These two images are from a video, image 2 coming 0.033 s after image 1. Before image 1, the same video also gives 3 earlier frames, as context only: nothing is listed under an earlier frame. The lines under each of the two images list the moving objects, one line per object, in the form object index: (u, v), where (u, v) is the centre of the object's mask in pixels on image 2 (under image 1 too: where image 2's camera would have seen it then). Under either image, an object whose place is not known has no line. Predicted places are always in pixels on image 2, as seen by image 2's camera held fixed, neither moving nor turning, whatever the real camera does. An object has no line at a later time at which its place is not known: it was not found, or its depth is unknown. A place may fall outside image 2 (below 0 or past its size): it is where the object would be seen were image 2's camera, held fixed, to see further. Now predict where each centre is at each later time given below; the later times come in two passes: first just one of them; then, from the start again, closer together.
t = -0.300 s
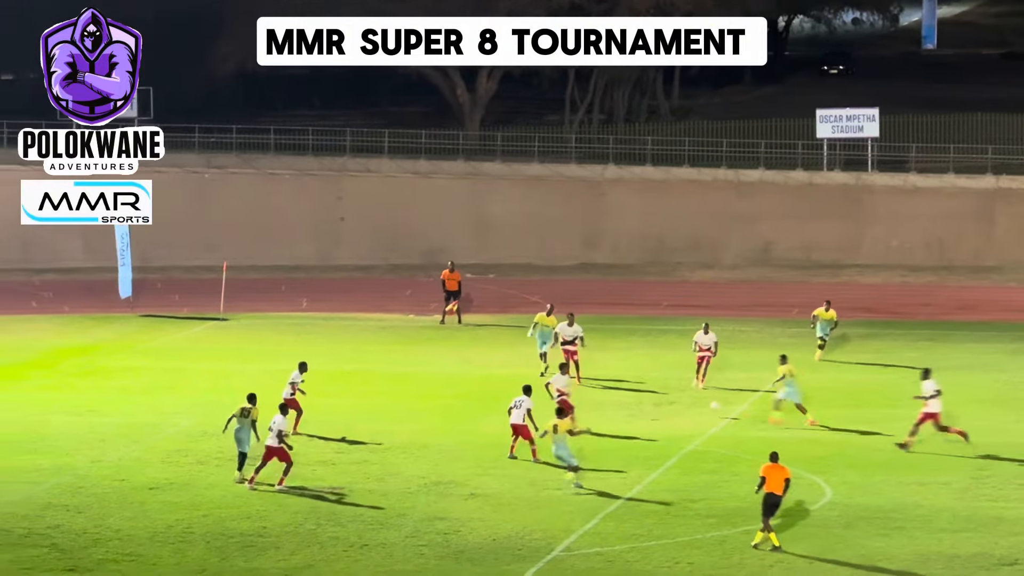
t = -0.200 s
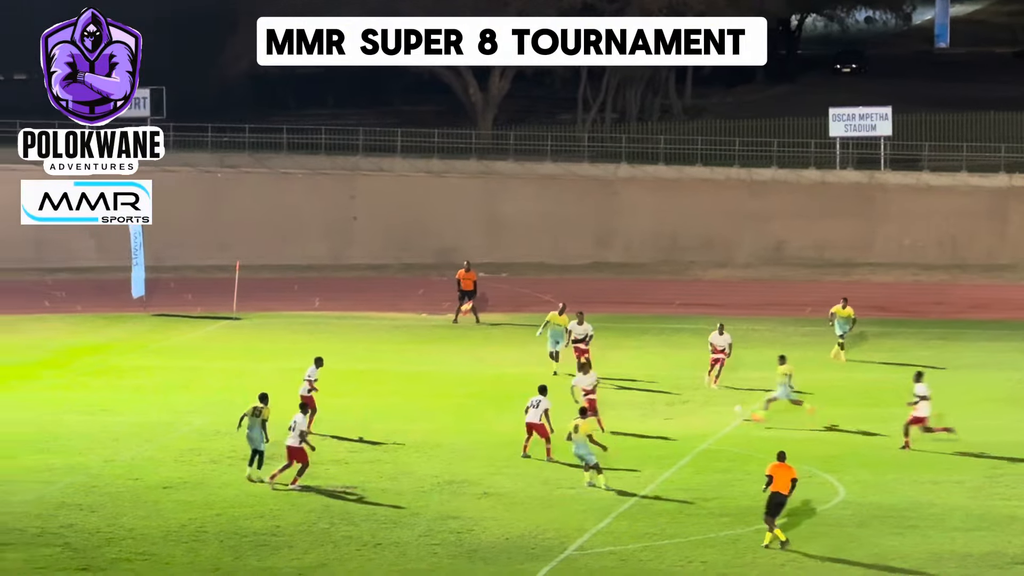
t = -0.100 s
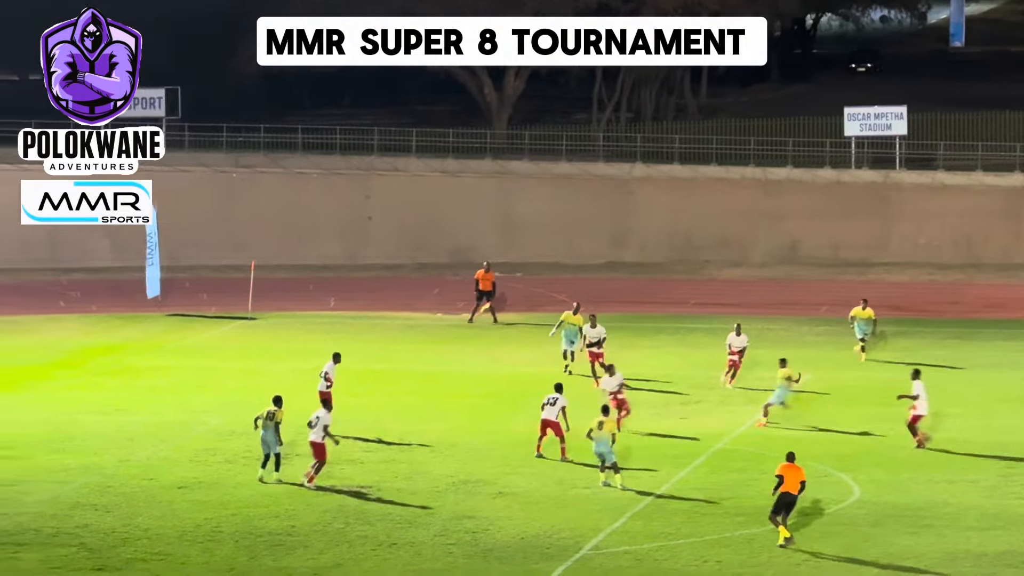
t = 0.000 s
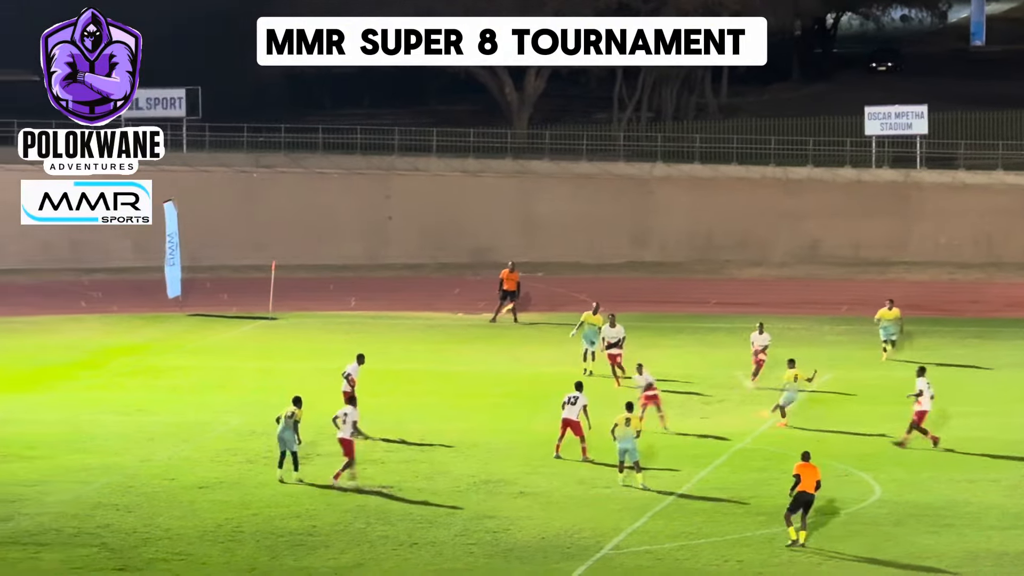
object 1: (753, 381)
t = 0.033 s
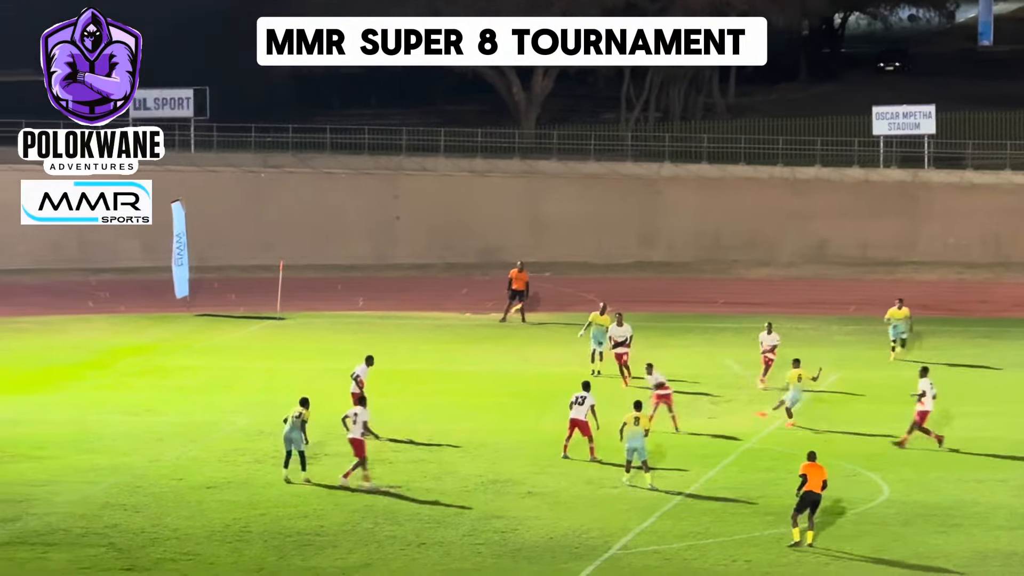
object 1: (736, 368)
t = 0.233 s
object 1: (619, 284)
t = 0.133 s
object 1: (674, 322)
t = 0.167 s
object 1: (655, 309)
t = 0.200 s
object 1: (637, 296)
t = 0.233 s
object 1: (619, 284)
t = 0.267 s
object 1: (597, 272)
